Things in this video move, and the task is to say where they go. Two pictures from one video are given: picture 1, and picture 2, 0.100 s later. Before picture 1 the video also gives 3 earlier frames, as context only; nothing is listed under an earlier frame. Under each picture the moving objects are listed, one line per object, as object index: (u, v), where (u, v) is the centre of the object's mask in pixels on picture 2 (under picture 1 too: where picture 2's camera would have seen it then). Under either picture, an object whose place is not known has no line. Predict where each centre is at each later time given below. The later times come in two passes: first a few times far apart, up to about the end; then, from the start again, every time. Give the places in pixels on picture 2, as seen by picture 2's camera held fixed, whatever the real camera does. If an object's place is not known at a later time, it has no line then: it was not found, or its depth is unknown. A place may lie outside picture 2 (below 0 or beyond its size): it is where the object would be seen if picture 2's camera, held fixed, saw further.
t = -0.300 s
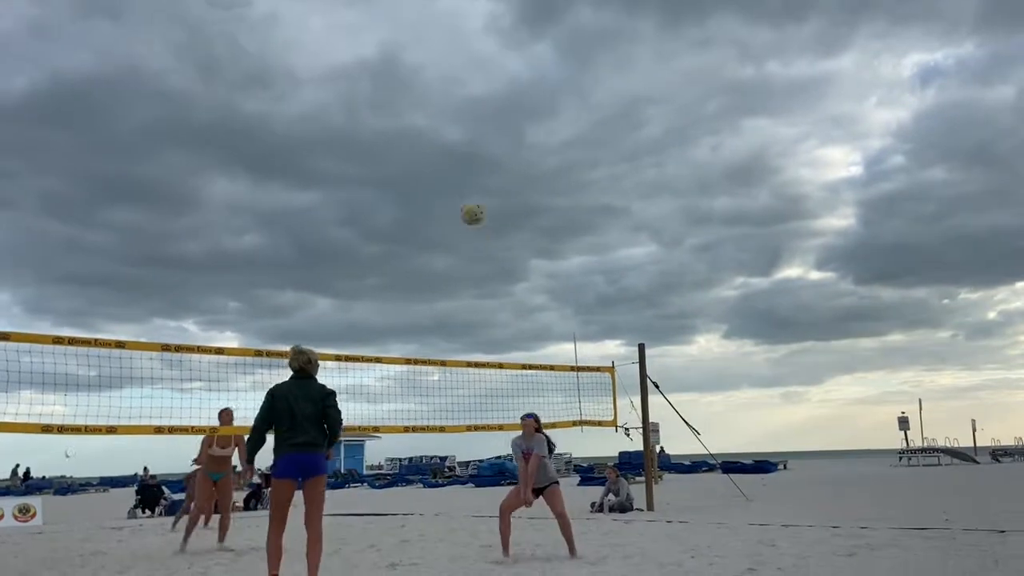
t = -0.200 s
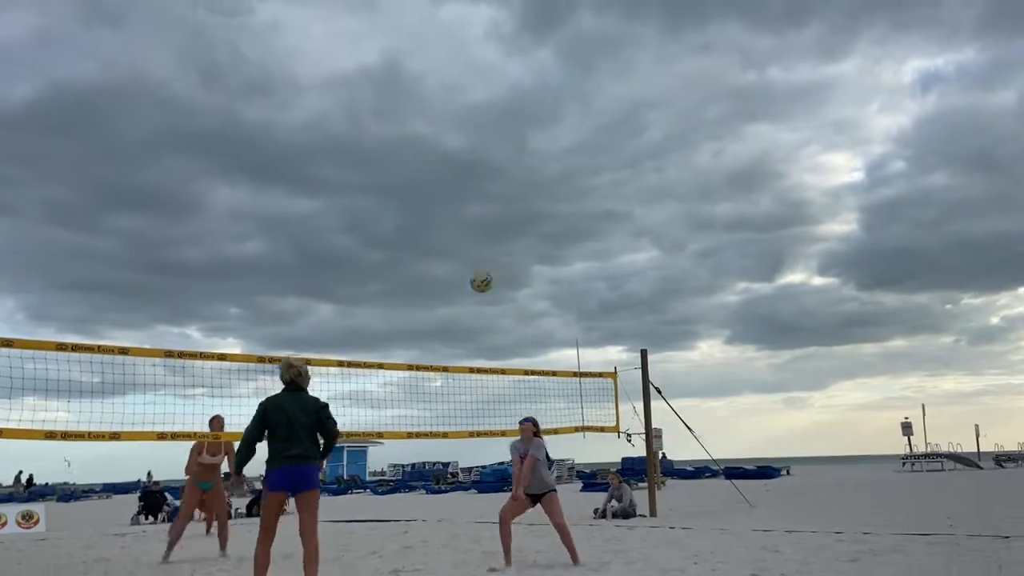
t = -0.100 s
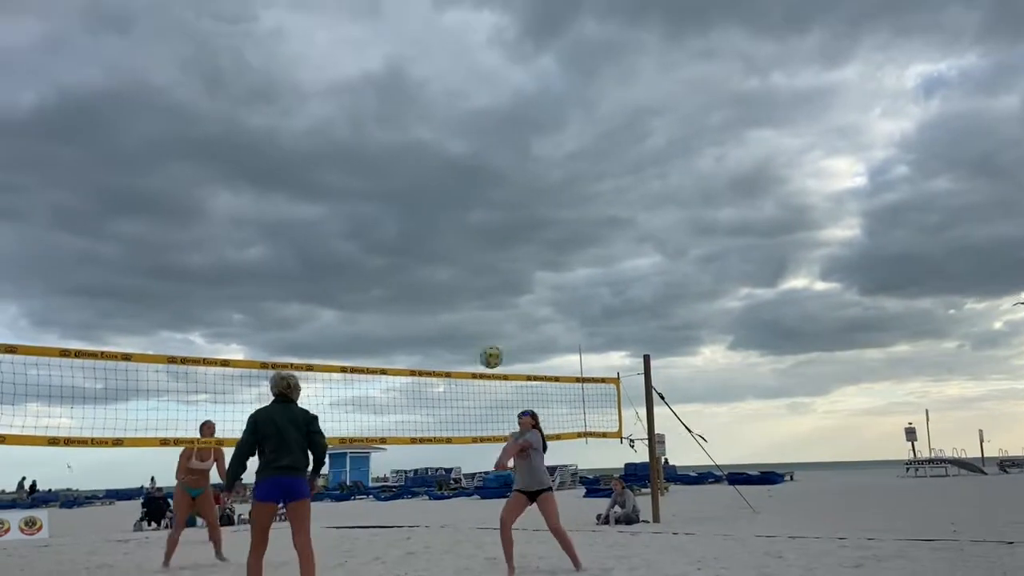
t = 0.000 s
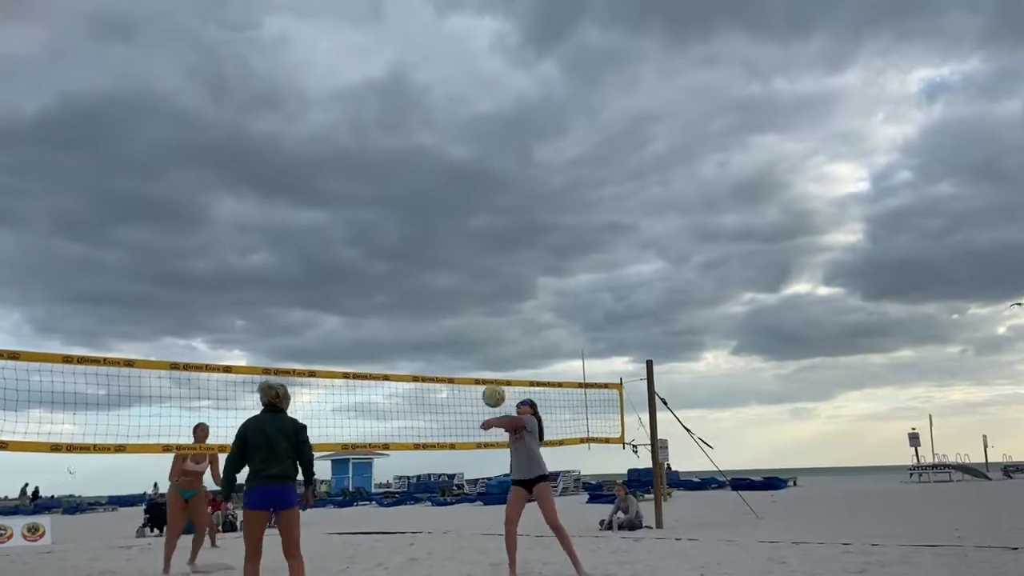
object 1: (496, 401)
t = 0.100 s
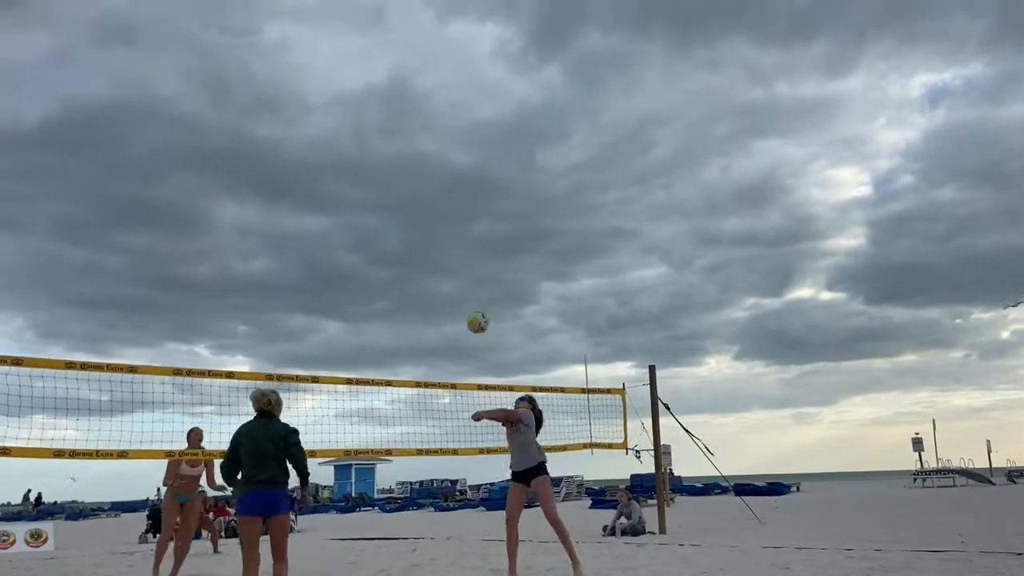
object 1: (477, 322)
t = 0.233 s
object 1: (454, 238)
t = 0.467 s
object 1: (417, 142)
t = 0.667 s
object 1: (392, 105)
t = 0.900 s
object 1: (366, 110)
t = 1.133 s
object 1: (346, 162)
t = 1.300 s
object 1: (333, 228)
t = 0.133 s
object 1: (472, 299)
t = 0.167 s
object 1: (466, 277)
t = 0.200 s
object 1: (460, 259)
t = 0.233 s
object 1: (454, 238)
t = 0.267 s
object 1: (447, 220)
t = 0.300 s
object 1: (443, 205)
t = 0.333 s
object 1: (438, 189)
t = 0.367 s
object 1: (432, 176)
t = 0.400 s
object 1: (428, 161)
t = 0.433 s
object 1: (423, 151)
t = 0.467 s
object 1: (417, 142)
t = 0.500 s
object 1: (413, 134)
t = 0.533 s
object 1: (409, 125)
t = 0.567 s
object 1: (404, 119)
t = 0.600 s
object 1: (399, 113)
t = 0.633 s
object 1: (395, 109)
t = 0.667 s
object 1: (392, 105)
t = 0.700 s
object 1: (387, 103)
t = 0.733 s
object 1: (383, 102)
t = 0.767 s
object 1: (380, 102)
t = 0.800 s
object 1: (376, 102)
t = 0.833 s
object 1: (372, 103)
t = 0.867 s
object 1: (369, 106)
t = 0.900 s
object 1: (366, 110)
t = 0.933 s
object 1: (362, 114)
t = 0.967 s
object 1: (359, 120)
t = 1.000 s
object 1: (356, 127)
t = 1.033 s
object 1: (353, 135)
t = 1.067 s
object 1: (350, 142)
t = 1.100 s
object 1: (347, 152)
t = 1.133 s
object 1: (346, 162)
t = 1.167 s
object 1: (343, 173)
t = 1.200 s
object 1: (340, 186)
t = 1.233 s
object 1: (339, 198)
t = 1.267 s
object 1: (336, 213)
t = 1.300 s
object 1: (333, 228)
